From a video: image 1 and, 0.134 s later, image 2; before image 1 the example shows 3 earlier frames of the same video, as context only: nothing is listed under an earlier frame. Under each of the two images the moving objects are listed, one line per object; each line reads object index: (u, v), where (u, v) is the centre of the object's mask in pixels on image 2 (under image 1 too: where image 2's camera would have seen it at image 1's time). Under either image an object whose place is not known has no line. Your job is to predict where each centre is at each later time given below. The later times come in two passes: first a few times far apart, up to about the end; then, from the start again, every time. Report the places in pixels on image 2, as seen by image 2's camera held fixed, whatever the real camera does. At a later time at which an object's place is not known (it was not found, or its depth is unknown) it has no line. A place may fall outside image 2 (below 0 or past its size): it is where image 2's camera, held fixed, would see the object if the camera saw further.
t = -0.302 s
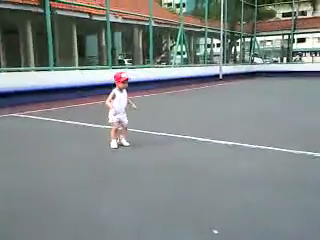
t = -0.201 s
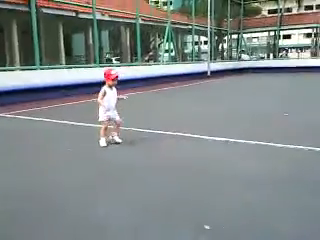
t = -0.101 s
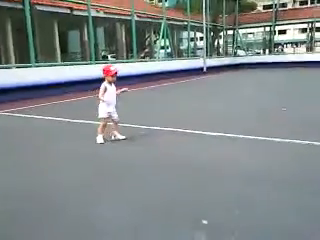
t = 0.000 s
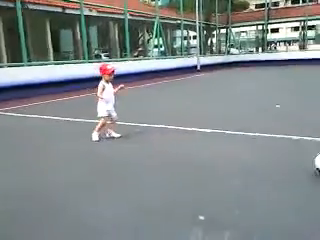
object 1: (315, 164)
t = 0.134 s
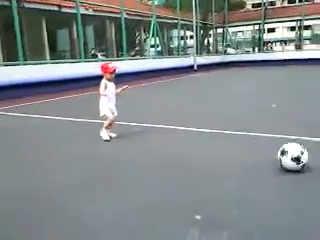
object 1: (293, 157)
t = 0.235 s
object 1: (270, 152)
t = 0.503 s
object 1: (217, 142)
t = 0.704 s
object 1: (185, 137)
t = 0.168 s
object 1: (285, 156)
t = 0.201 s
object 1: (277, 154)
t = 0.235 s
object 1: (270, 152)
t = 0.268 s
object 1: (263, 152)
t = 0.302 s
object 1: (256, 150)
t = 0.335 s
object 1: (248, 148)
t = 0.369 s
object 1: (241, 147)
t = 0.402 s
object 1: (233, 146)
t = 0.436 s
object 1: (228, 144)
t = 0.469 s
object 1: (222, 143)
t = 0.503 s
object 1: (217, 142)
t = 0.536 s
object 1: (210, 141)
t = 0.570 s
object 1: (204, 141)
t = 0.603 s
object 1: (200, 140)
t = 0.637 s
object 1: (195, 139)
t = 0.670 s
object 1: (189, 138)
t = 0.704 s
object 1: (185, 137)
